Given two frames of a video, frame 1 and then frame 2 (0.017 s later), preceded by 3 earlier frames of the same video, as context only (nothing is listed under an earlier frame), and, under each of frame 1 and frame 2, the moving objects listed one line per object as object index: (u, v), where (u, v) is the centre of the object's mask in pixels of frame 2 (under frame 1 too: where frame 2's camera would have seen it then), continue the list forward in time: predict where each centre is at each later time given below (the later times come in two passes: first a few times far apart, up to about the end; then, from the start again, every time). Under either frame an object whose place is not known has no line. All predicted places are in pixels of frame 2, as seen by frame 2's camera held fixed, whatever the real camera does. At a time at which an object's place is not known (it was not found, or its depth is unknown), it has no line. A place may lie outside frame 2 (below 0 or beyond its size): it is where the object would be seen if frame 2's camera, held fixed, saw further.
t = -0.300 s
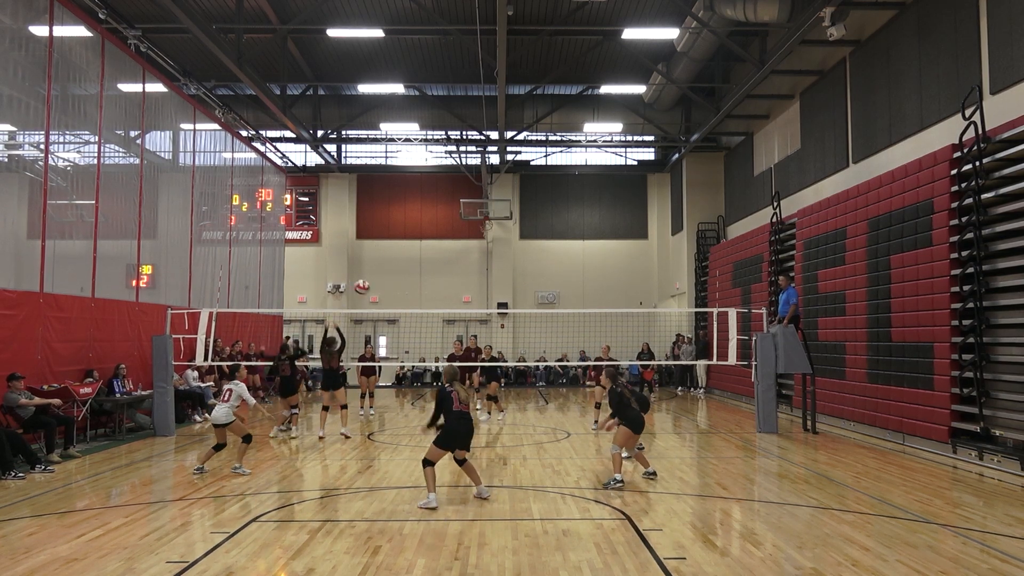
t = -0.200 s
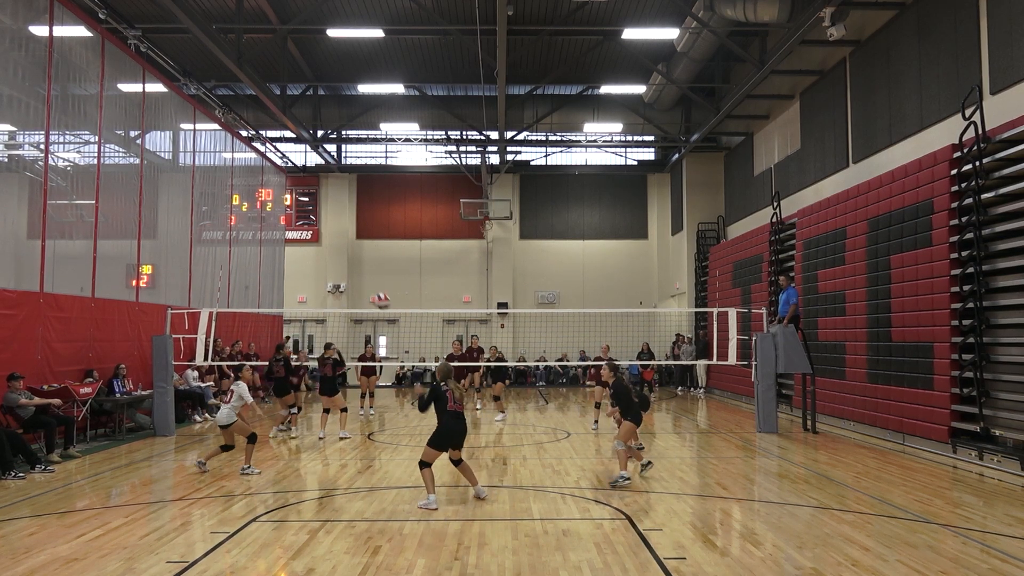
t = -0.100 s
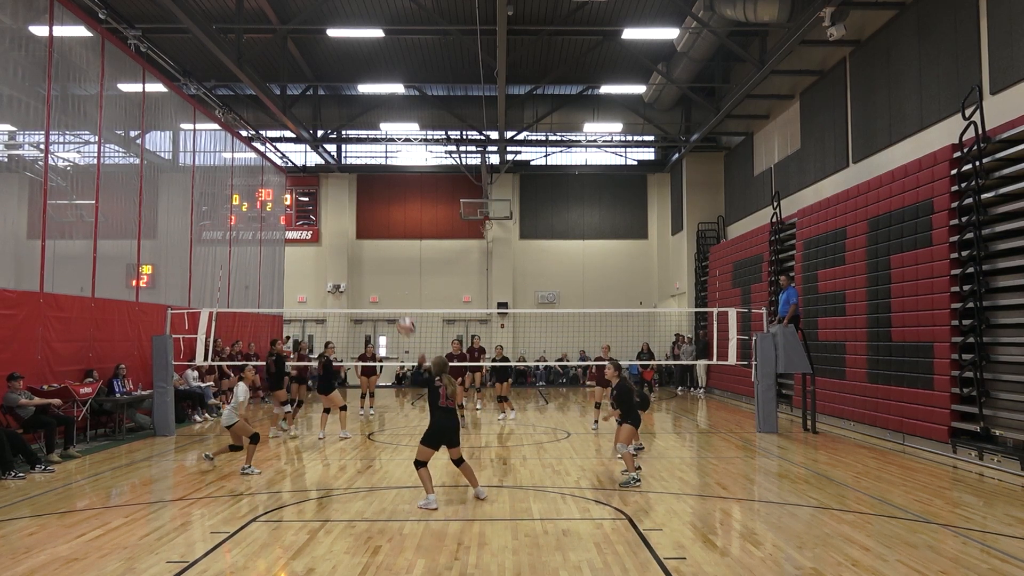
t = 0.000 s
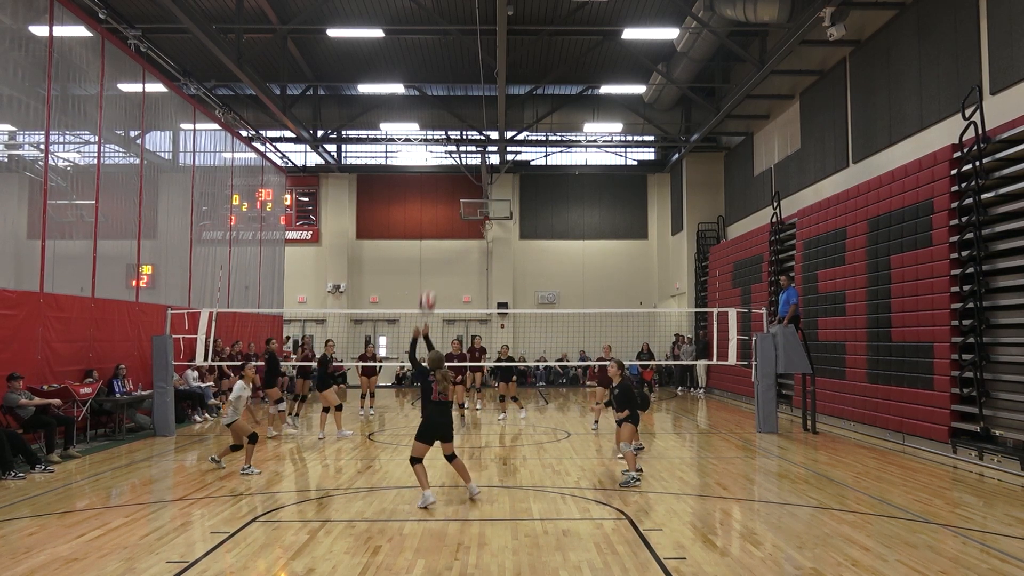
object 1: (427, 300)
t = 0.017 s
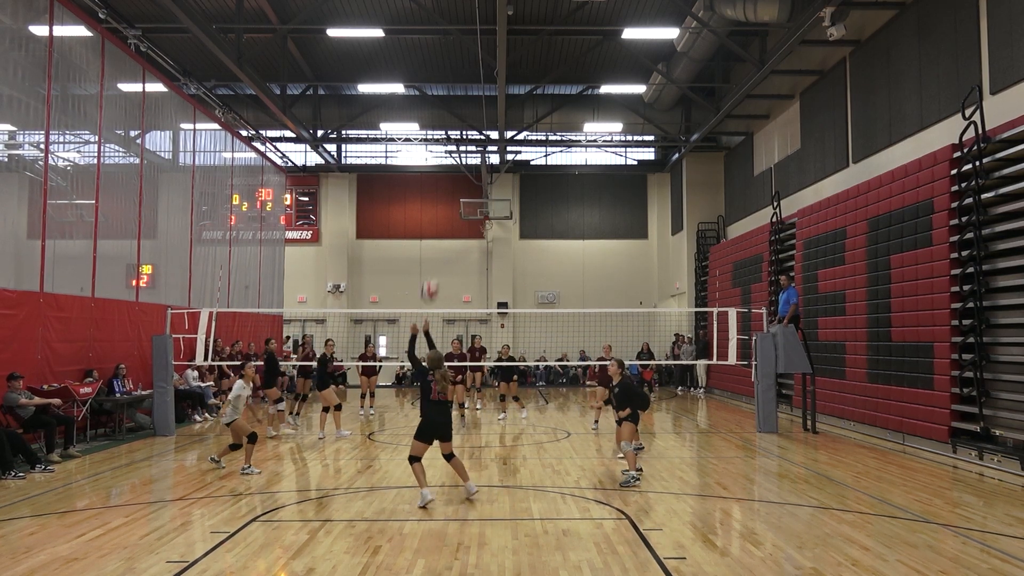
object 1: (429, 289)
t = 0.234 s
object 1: (461, 172)
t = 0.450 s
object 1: (491, 103)
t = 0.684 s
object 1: (521, 75)
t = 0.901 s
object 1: (545, 87)
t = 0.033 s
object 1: (432, 277)
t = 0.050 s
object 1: (434, 265)
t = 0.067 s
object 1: (436, 256)
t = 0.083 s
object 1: (439, 244)
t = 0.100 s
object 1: (442, 234)
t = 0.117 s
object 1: (444, 225)
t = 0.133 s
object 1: (447, 216)
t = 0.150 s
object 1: (449, 207)
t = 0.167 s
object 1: (451, 199)
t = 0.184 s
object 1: (455, 192)
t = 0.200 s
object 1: (457, 185)
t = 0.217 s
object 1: (459, 178)
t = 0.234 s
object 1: (461, 172)
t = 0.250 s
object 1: (463, 166)
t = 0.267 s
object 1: (466, 159)
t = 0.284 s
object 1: (469, 149)
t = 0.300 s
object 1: (471, 145)
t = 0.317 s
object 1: (474, 138)
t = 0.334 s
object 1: (476, 133)
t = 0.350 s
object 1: (478, 127)
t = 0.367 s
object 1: (481, 123)
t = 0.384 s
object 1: (483, 118)
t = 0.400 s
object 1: (485, 114)
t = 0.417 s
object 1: (487, 110)
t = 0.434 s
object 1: (489, 106)
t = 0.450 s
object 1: (491, 103)
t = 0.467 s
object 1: (493, 100)
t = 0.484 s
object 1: (496, 96)
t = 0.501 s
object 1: (498, 94)
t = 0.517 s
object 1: (500, 91)
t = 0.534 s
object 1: (502, 88)
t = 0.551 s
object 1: (504, 86)
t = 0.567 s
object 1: (506, 84)
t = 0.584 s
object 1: (508, 82)
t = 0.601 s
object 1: (511, 80)
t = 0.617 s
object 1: (513, 79)
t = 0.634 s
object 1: (515, 78)
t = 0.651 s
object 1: (517, 77)
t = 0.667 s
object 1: (519, 76)
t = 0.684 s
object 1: (521, 75)
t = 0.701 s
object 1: (523, 75)
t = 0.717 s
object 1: (525, 75)
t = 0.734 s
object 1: (526, 75)
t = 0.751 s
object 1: (528, 75)
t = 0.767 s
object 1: (530, 76)
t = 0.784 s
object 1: (532, 76)
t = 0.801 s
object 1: (534, 77)
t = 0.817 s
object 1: (536, 78)
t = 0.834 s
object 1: (538, 79)
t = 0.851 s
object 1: (540, 81)
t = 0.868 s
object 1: (542, 82)
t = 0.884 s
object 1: (543, 84)
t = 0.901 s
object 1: (545, 87)
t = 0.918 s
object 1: (547, 89)
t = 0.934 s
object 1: (549, 91)
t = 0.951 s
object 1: (550, 93)
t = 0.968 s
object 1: (552, 96)
